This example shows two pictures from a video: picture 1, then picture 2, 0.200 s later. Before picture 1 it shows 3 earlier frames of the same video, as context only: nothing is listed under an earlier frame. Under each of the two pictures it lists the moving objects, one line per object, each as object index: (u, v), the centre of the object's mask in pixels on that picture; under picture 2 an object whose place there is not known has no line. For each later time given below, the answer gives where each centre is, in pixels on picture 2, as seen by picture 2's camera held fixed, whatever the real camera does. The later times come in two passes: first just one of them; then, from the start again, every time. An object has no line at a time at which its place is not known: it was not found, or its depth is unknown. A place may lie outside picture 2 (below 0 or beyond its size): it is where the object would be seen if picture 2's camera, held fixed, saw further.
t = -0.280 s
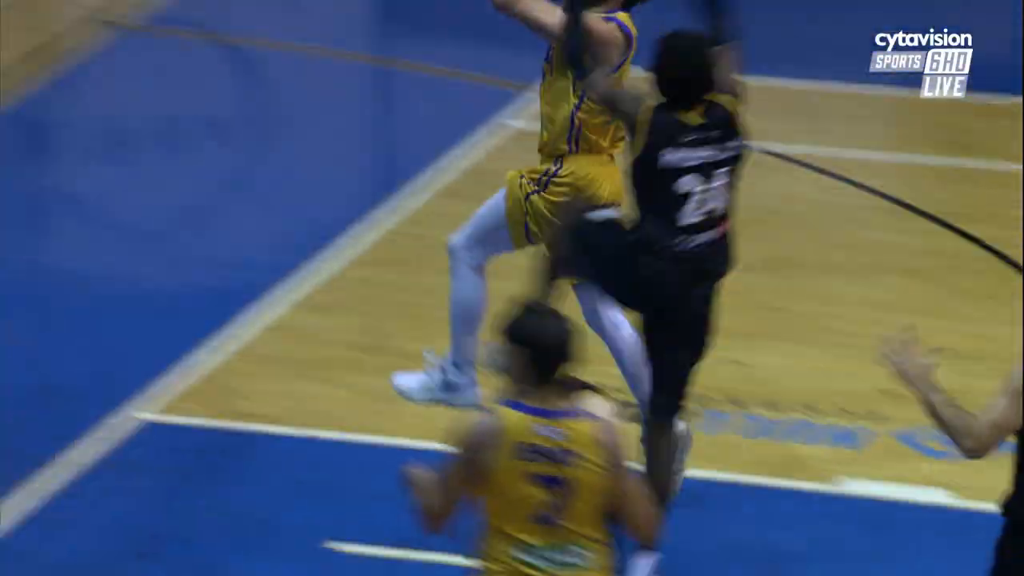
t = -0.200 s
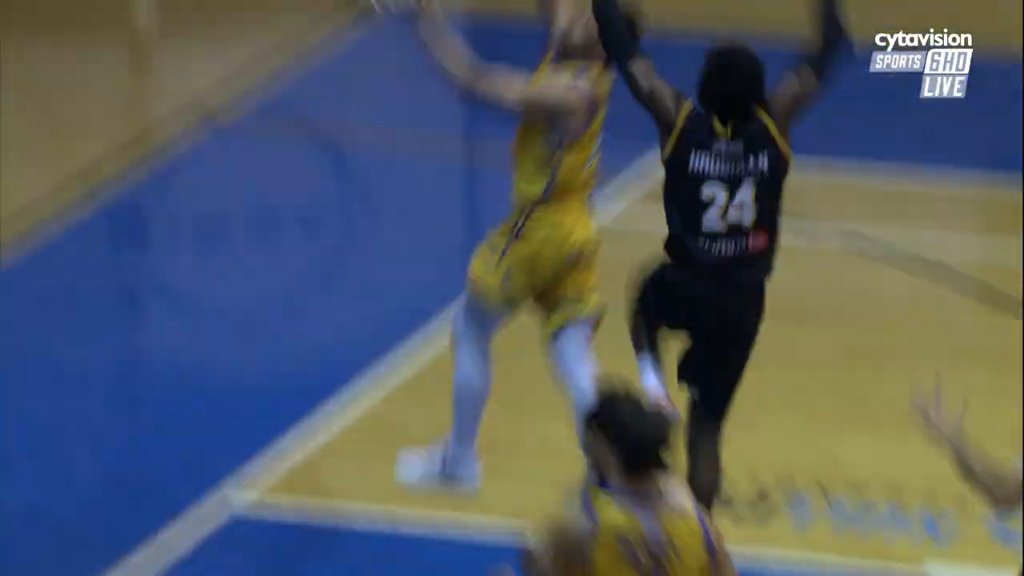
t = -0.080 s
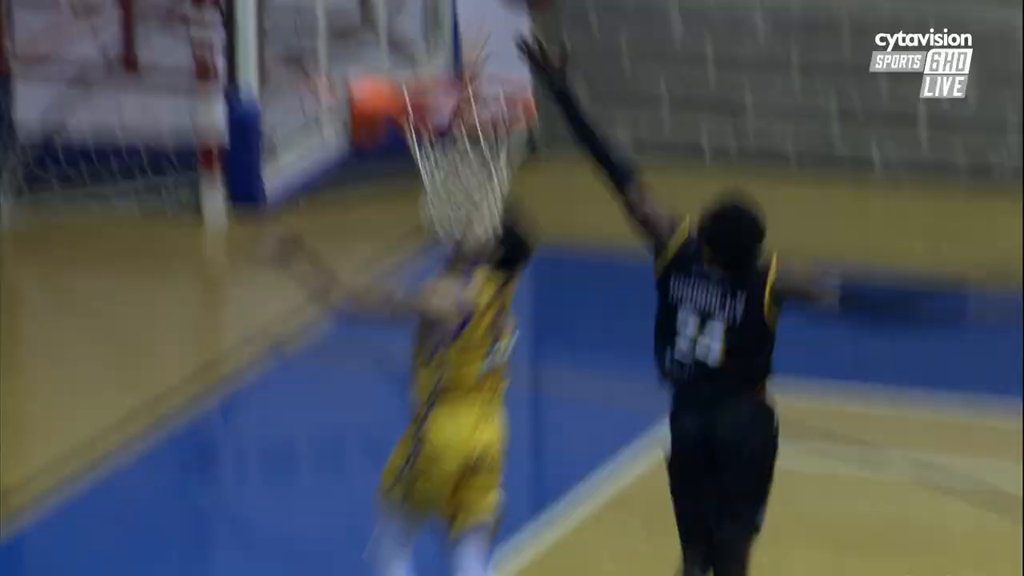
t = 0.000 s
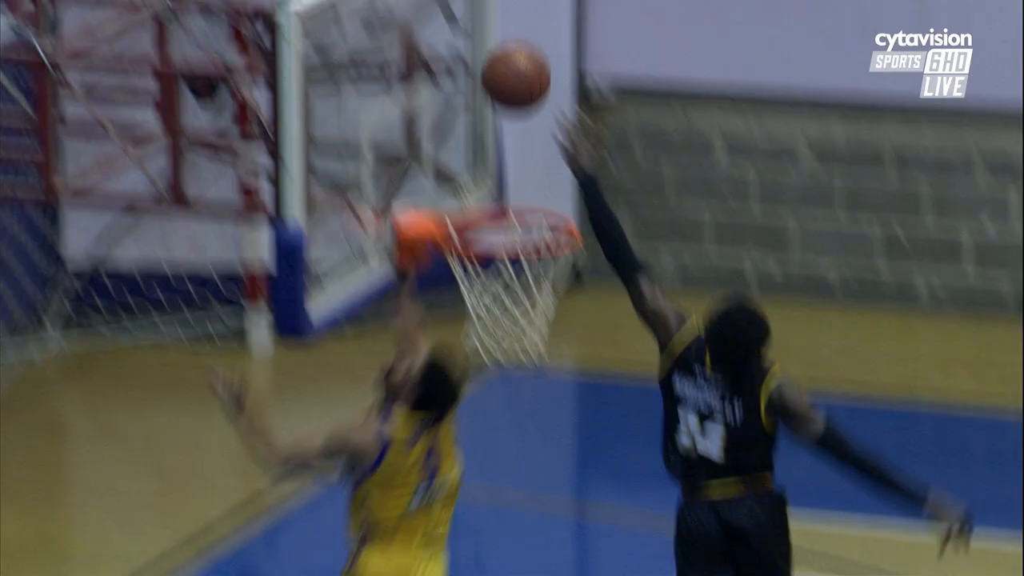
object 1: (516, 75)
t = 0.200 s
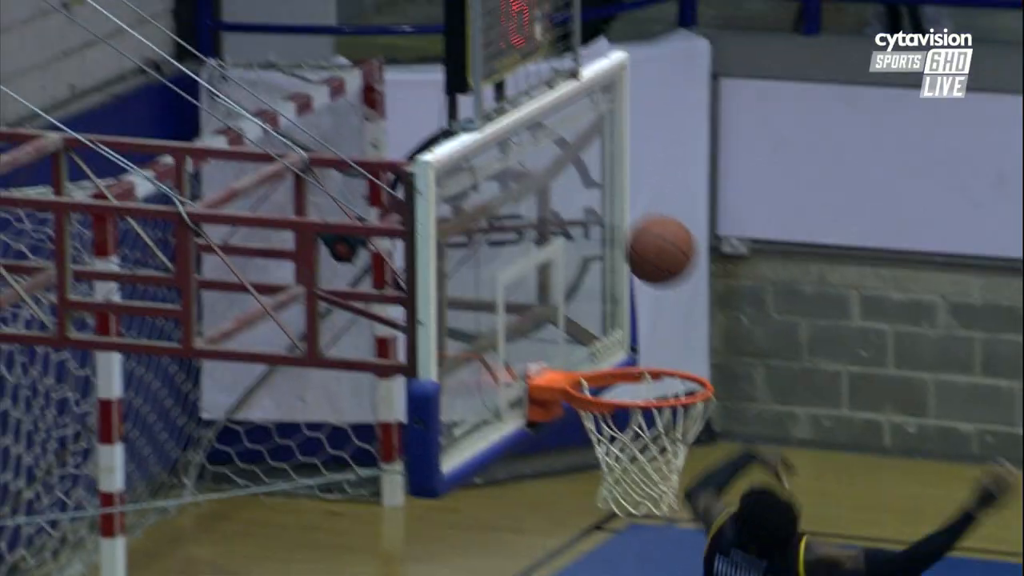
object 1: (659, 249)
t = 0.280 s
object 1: (681, 286)
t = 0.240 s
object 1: (670, 265)
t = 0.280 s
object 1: (681, 286)
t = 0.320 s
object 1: (694, 311)
